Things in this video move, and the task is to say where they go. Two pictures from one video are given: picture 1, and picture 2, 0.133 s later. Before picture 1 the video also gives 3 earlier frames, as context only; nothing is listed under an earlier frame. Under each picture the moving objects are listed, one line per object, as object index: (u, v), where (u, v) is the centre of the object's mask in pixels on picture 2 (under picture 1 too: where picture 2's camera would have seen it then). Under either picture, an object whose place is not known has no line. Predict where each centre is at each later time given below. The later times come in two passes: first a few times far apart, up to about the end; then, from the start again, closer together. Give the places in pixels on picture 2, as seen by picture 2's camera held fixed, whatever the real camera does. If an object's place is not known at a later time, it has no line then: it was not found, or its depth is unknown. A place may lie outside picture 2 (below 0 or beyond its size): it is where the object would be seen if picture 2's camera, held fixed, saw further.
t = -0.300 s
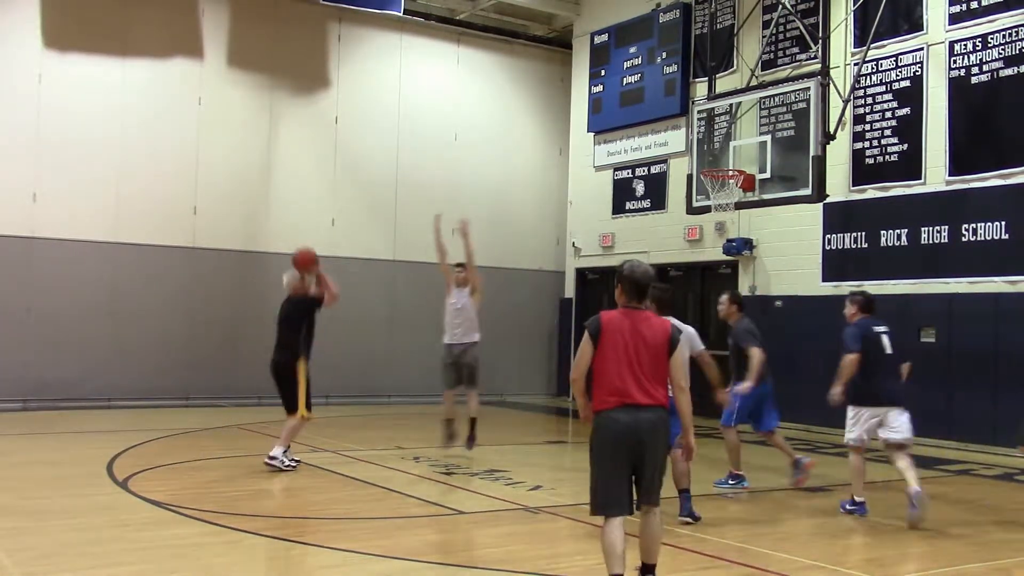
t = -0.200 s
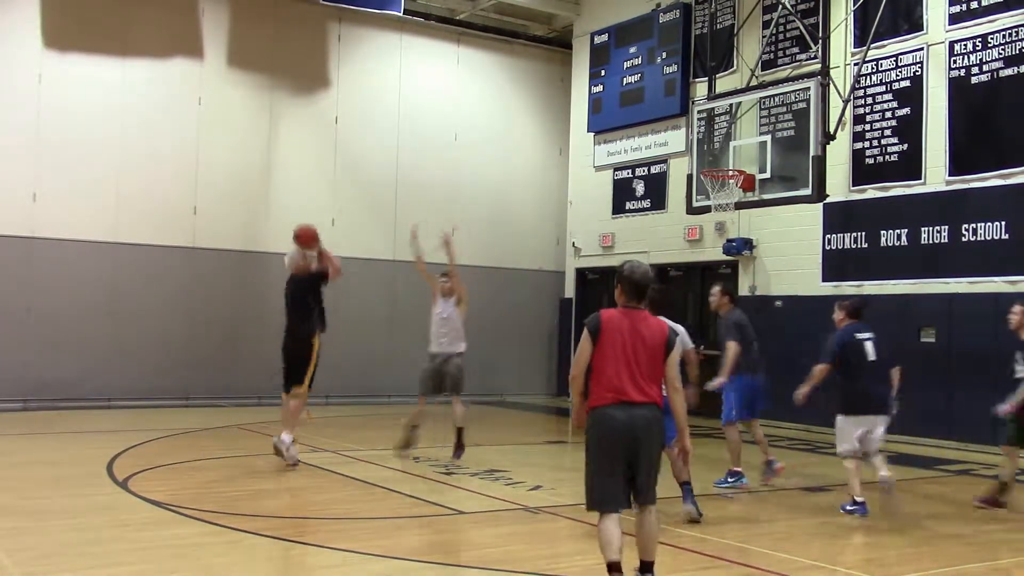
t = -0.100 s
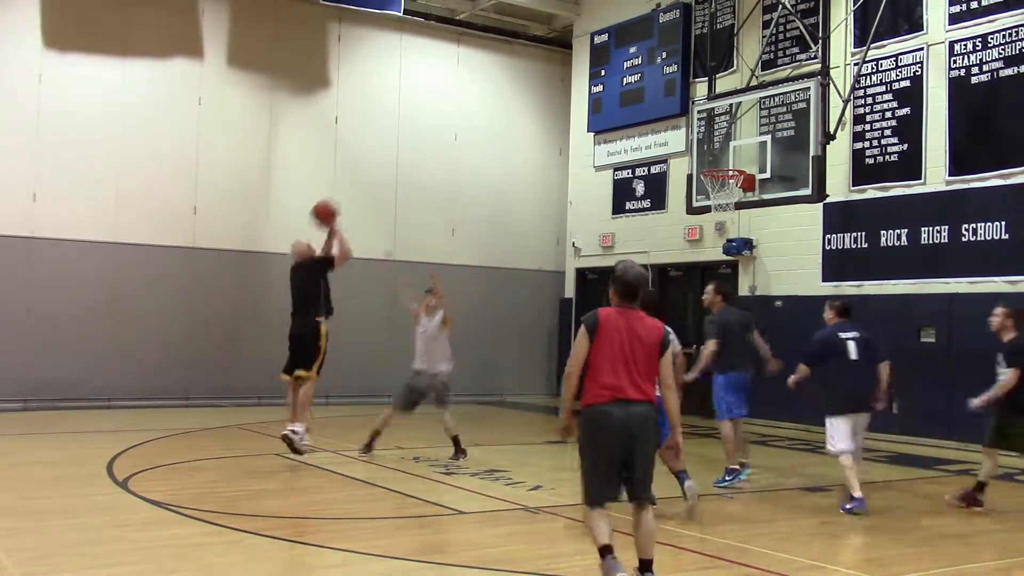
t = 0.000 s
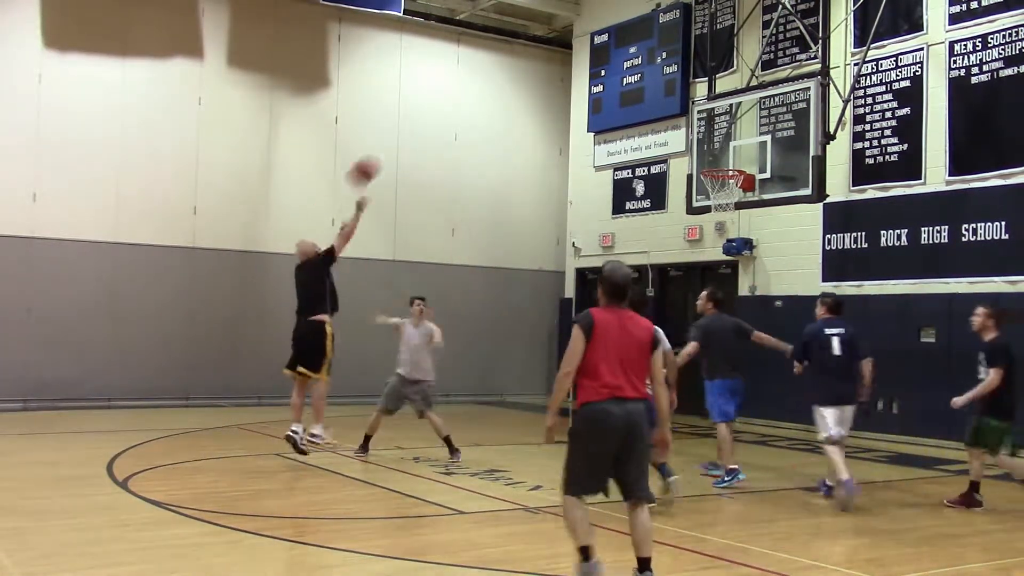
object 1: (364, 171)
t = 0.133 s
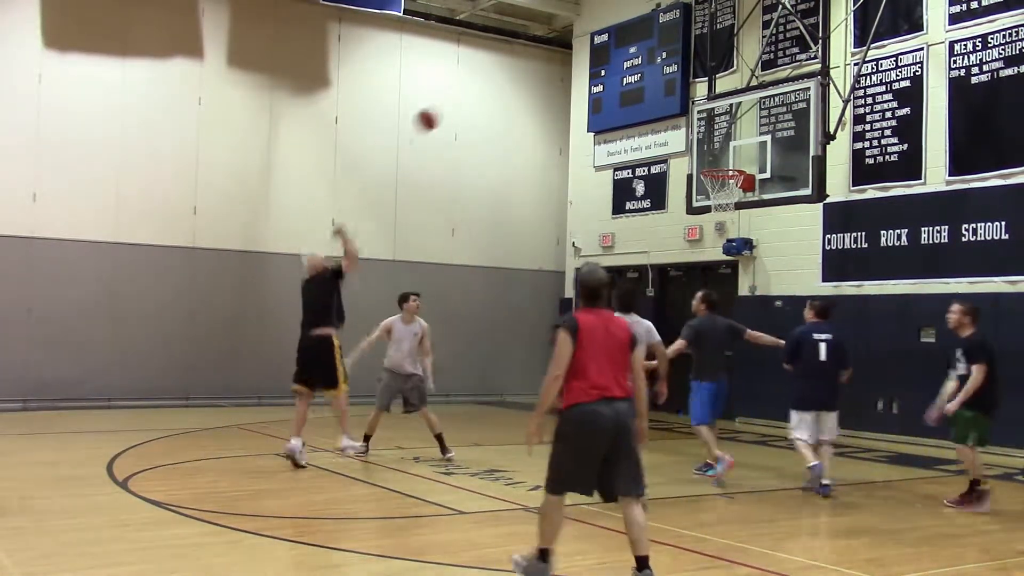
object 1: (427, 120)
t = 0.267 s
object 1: (488, 87)
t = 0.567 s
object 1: (611, 81)
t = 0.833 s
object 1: (708, 147)
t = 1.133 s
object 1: (720, 235)
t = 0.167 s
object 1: (443, 110)
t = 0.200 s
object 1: (459, 100)
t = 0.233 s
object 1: (473, 93)
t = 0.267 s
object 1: (488, 87)
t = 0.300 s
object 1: (502, 83)
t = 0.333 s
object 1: (515, 79)
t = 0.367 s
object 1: (530, 77)
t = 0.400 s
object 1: (543, 75)
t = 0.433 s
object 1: (558, 73)
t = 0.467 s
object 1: (570, 74)
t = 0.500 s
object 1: (585, 76)
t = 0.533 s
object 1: (597, 77)
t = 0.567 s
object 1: (611, 81)
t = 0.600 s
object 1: (622, 85)
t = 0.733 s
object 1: (672, 114)
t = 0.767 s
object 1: (683, 123)
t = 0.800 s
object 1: (697, 135)
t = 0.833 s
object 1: (708, 147)
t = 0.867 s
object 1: (718, 158)
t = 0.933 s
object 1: (733, 180)
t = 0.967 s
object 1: (737, 190)
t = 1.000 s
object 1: (731, 197)
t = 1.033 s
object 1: (729, 208)
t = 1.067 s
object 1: (725, 216)
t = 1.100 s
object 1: (723, 226)
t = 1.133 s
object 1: (720, 235)
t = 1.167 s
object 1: (717, 248)
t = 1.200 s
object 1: (716, 260)
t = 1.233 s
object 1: (710, 275)
